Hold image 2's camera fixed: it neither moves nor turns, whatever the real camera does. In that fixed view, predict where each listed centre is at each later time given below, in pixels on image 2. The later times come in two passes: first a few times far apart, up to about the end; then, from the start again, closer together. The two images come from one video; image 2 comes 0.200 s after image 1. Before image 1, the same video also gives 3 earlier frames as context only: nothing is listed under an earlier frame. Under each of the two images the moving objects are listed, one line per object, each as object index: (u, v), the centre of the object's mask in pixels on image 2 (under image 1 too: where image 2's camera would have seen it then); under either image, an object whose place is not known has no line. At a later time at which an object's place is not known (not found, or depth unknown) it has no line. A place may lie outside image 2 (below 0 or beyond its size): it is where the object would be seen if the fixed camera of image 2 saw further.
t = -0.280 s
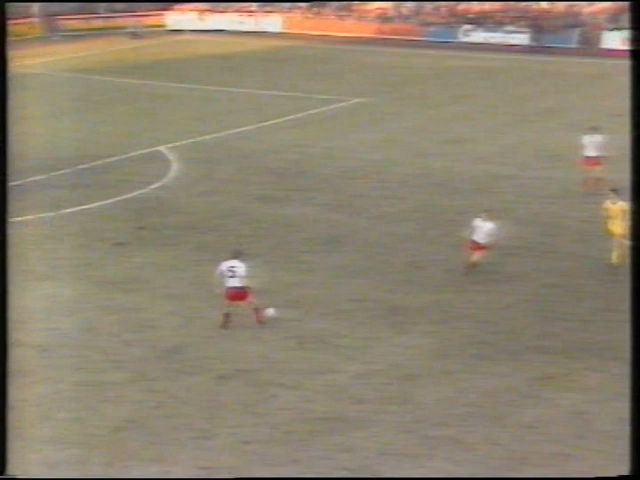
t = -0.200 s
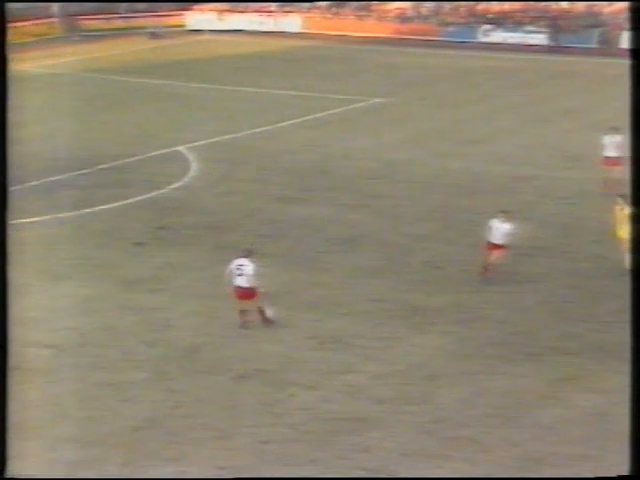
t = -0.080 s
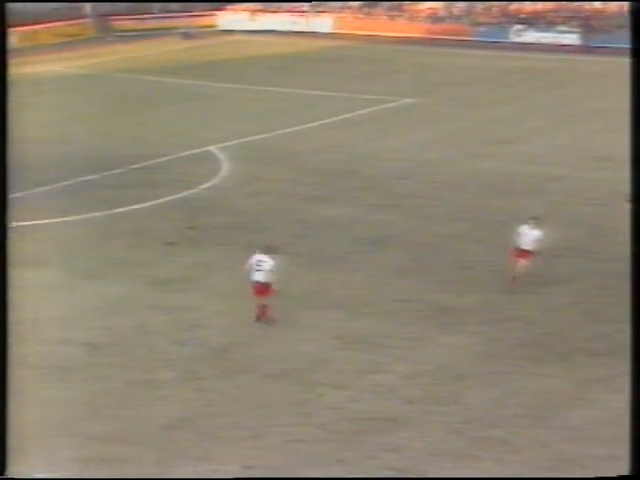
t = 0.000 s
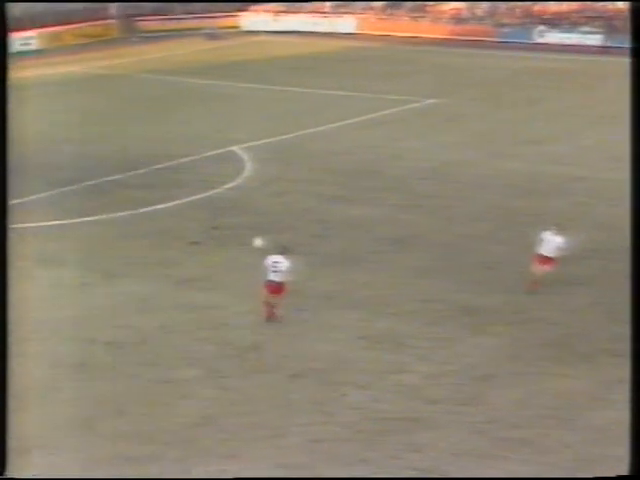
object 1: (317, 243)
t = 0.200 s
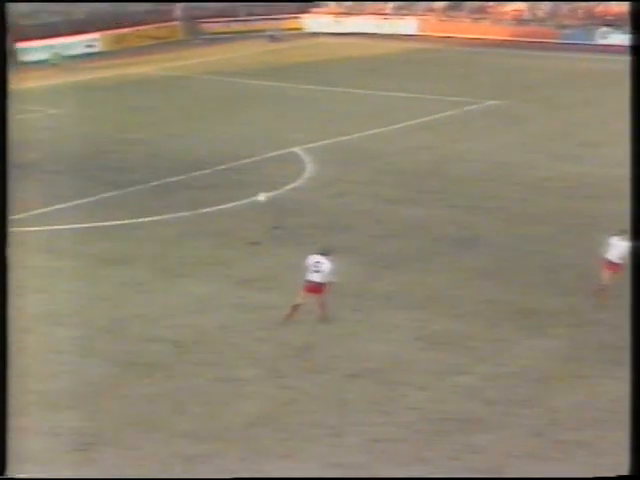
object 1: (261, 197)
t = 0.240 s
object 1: (252, 190)
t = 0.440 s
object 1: (199, 169)
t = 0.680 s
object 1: (139, 168)
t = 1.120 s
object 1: (63, 180)
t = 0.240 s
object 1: (252, 190)
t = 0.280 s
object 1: (240, 185)
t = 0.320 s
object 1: (230, 180)
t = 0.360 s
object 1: (219, 176)
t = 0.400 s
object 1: (209, 172)
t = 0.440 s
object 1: (199, 169)
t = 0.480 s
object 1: (189, 167)
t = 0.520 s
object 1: (180, 166)
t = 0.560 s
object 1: (171, 165)
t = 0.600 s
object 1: (162, 166)
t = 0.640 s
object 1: (152, 166)
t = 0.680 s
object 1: (139, 168)
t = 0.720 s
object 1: (131, 171)
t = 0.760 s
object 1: (121, 174)
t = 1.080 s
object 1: (68, 185)
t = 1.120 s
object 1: (63, 180)
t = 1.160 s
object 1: (58, 175)
